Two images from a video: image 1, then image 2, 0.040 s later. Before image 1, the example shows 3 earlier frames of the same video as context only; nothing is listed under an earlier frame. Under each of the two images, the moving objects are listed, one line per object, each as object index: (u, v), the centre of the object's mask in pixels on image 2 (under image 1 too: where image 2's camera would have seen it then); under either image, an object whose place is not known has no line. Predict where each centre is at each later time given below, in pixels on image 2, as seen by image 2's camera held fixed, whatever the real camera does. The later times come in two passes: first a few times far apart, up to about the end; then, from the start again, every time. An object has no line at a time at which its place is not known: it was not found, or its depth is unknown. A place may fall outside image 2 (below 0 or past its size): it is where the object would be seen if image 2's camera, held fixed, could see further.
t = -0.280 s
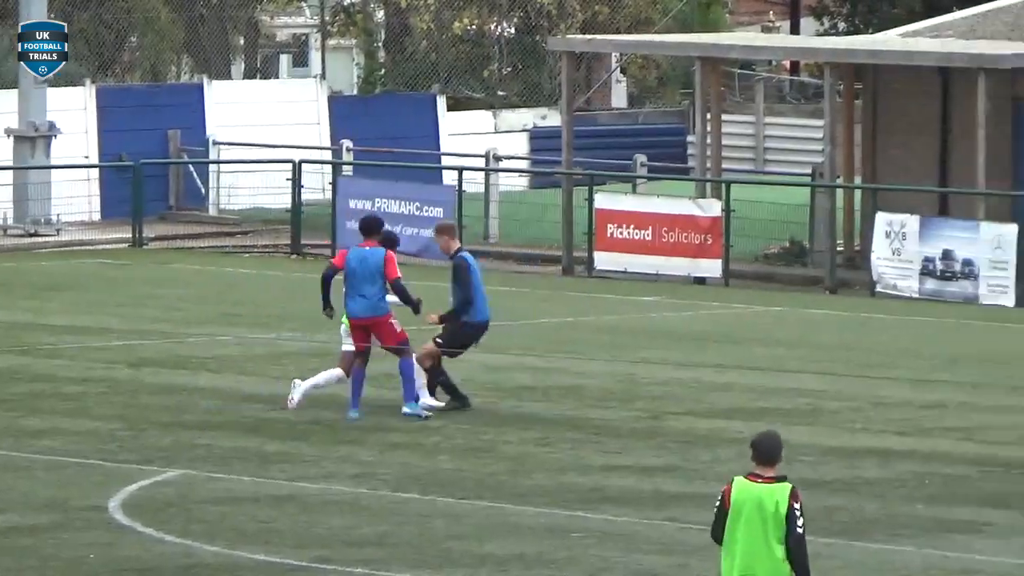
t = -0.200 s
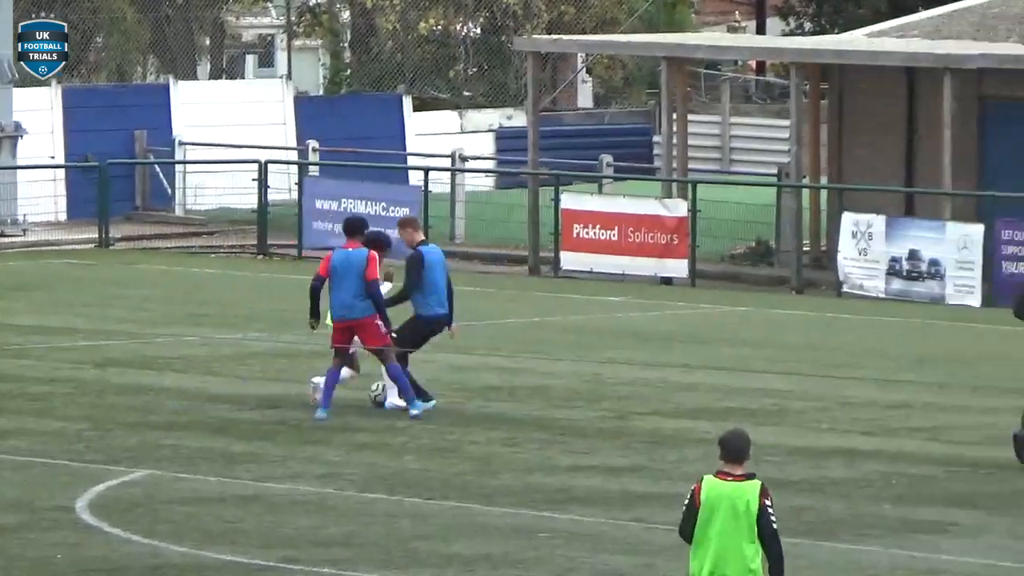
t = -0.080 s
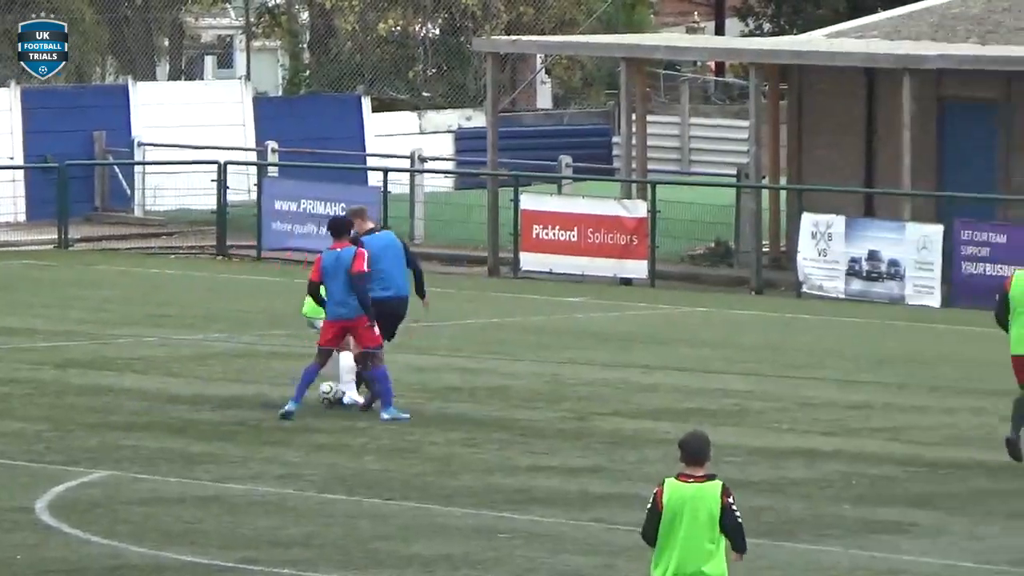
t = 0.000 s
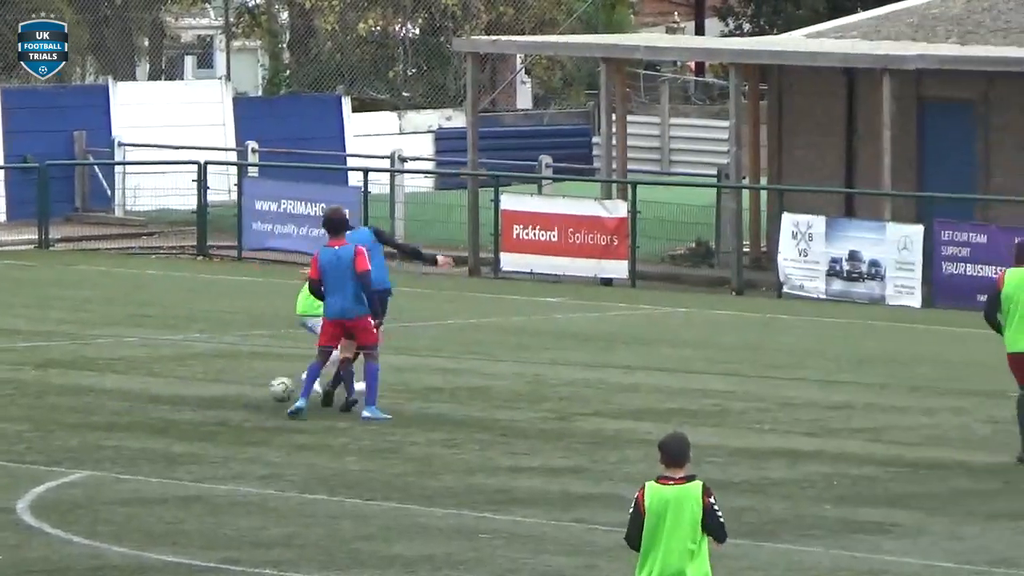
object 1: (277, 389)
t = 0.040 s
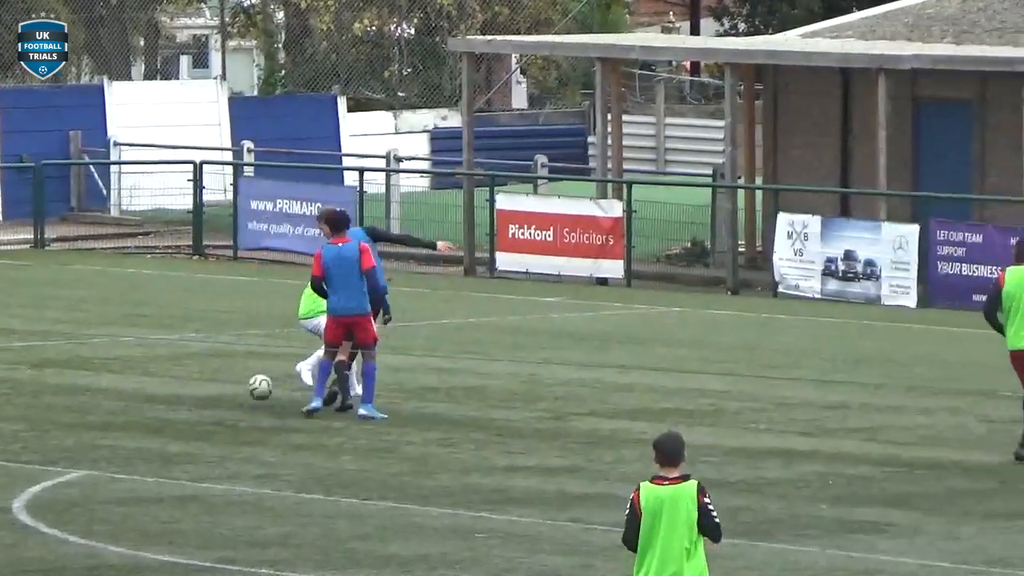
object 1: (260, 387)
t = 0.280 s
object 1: (169, 390)
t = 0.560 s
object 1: (80, 395)
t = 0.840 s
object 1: (-11, 396)
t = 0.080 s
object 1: (243, 388)
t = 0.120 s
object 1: (226, 390)
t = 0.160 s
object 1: (208, 395)
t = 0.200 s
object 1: (194, 394)
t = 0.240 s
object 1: (182, 391)
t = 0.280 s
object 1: (169, 390)
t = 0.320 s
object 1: (157, 392)
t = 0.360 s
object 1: (145, 395)
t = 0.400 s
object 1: (132, 395)
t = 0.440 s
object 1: (119, 394)
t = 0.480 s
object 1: (105, 395)
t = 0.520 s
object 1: (93, 395)
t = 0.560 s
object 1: (80, 395)
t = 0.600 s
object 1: (66, 396)
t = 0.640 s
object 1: (53, 395)
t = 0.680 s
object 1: (41, 395)
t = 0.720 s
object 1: (28, 395)
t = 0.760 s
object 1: (15, 396)
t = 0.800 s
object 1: (2, 396)
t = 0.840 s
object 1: (-11, 396)
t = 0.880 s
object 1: (-23, 396)
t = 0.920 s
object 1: (-37, 396)
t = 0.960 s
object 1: (-50, 397)
